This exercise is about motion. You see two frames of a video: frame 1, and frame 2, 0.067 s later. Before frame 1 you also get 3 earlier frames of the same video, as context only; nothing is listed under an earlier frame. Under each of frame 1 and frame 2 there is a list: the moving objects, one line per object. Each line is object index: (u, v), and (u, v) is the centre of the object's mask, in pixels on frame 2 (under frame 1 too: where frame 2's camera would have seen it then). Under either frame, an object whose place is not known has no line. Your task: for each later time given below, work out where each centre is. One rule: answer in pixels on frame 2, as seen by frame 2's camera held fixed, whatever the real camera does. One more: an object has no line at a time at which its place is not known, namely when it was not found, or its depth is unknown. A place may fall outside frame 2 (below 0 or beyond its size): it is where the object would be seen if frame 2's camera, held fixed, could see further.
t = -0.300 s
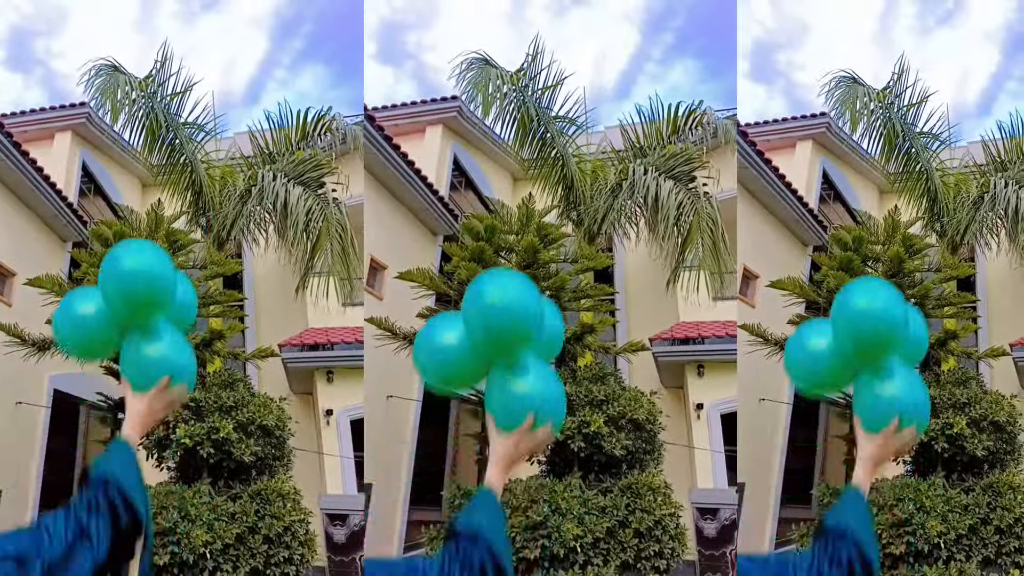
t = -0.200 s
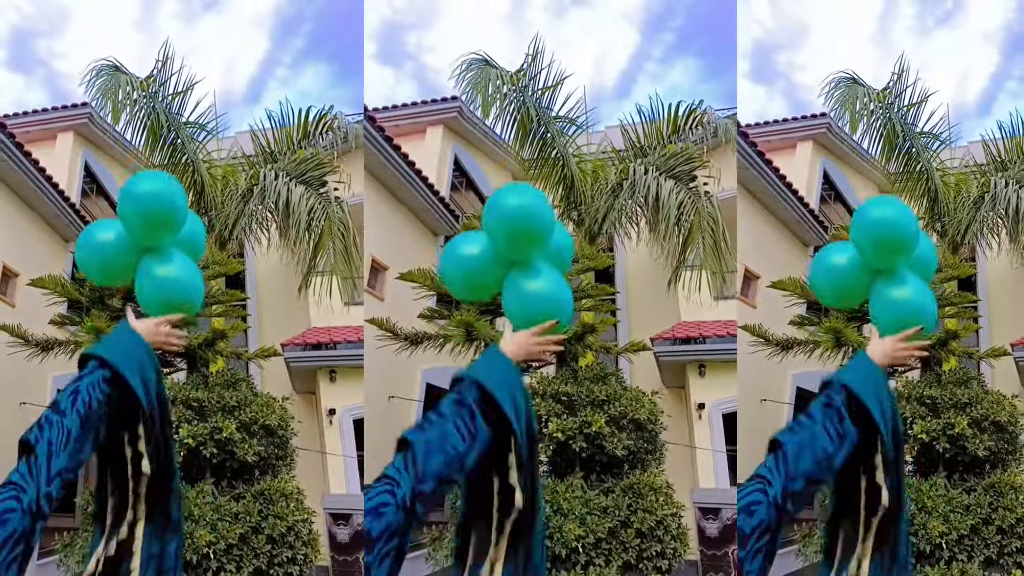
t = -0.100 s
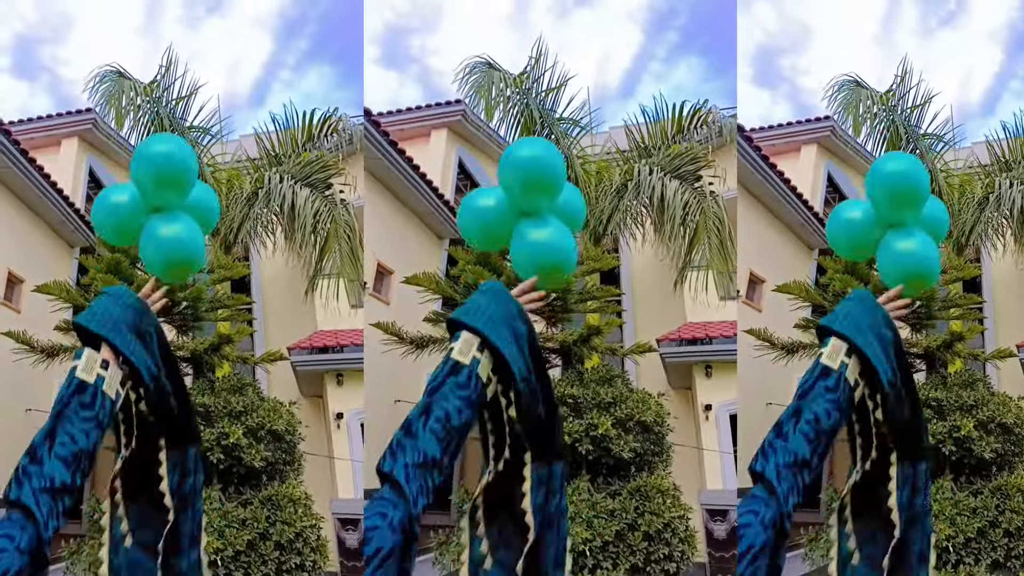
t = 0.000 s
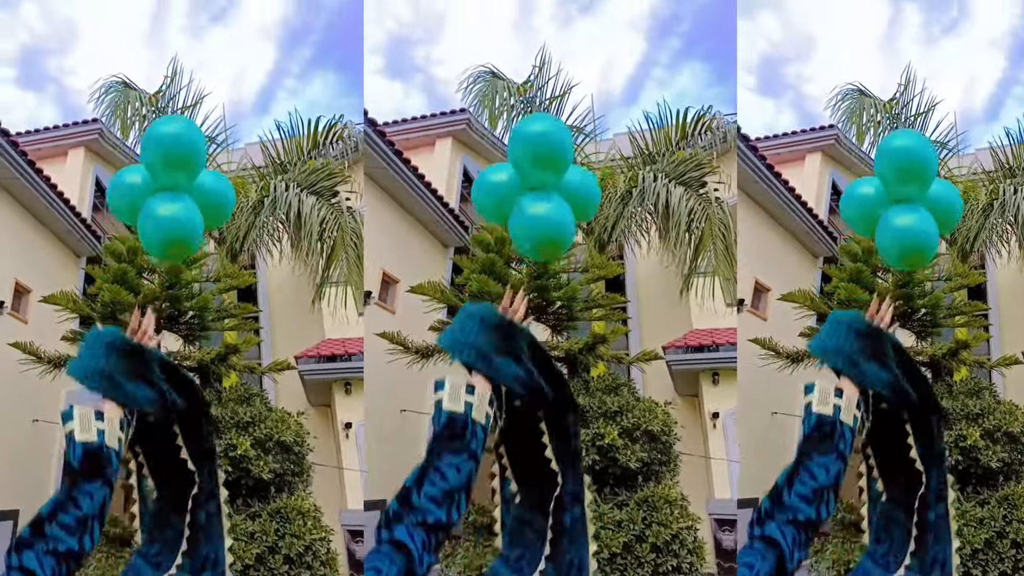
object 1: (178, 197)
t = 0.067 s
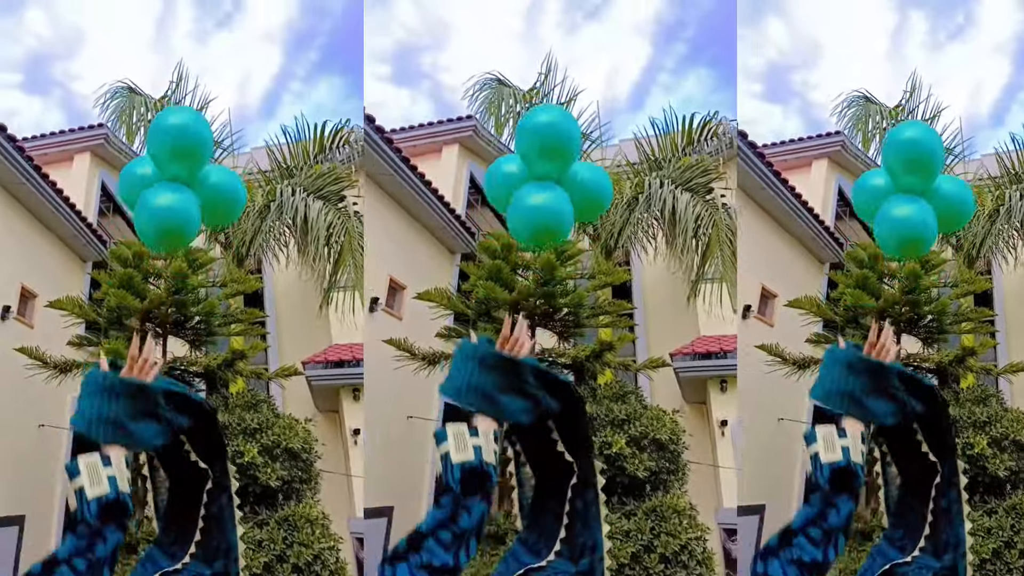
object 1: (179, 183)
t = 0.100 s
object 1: (180, 178)
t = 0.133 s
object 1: (182, 174)
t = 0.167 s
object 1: (181, 172)
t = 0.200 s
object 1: (180, 169)
